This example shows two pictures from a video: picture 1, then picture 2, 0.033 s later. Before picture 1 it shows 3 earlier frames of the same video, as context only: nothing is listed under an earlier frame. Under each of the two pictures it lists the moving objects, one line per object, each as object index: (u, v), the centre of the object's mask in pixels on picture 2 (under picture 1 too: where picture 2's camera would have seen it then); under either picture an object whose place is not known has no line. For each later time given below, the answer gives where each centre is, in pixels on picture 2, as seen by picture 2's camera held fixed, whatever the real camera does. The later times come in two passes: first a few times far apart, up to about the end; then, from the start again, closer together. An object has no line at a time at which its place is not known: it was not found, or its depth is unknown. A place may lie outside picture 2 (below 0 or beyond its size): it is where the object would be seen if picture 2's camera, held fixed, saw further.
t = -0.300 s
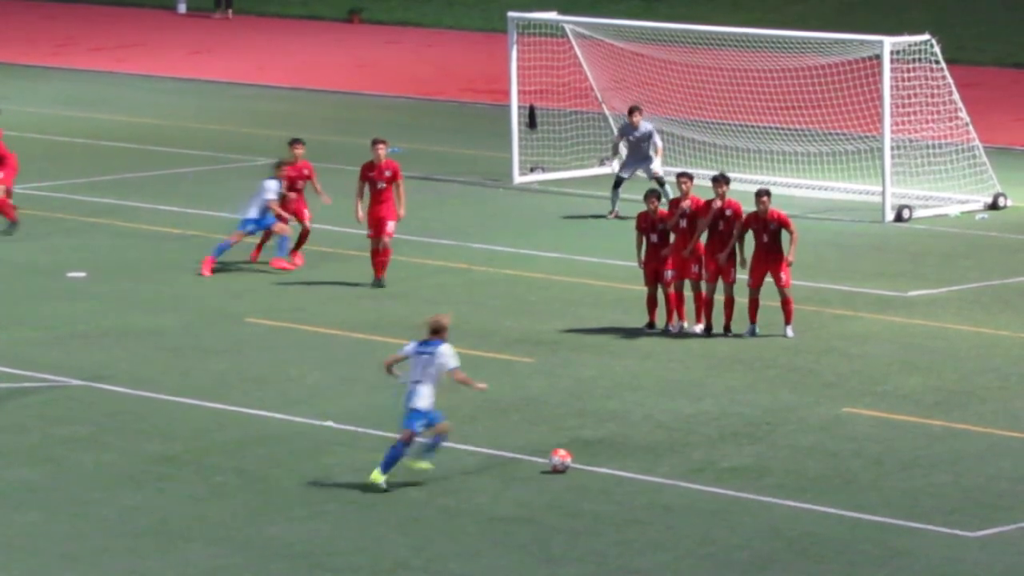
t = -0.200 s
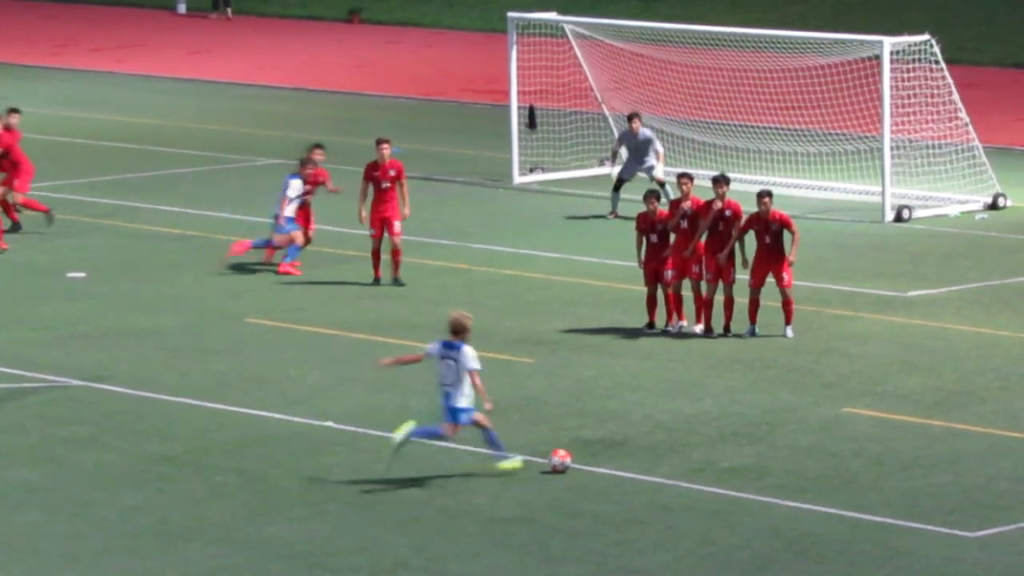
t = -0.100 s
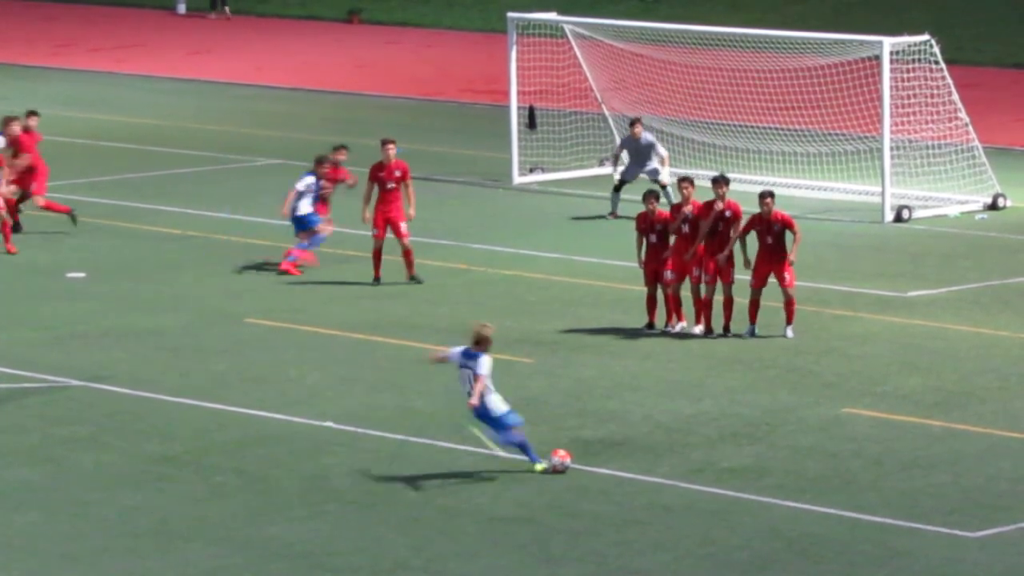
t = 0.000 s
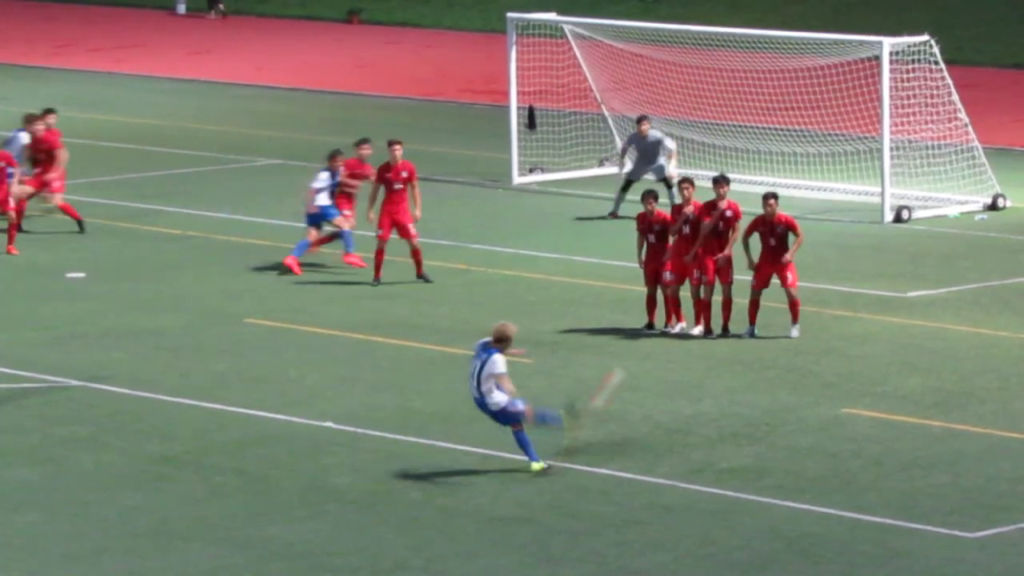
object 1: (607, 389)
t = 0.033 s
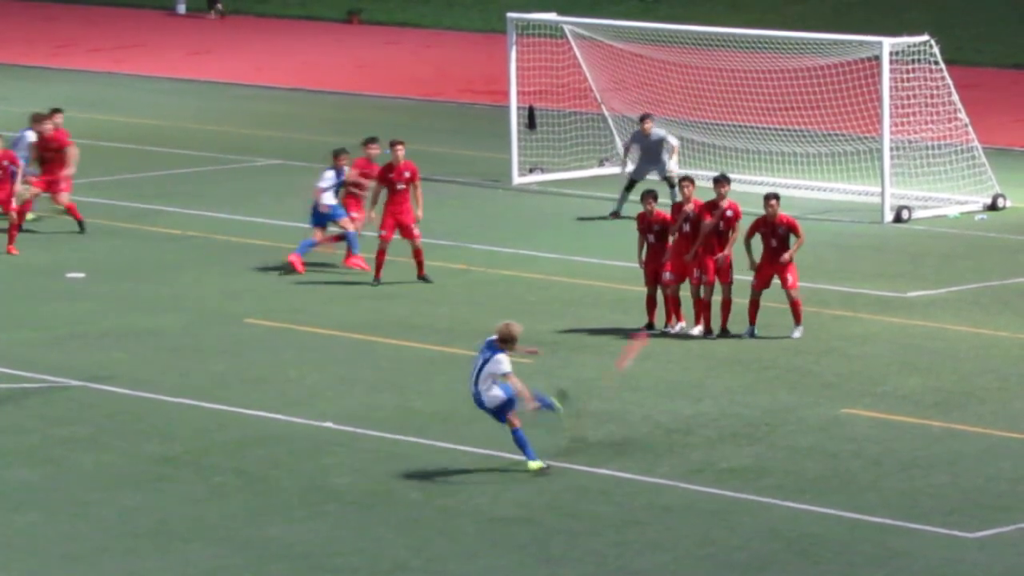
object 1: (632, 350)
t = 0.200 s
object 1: (732, 198)
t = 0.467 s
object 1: (826, 74)
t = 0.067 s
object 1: (655, 319)
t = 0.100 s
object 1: (677, 284)
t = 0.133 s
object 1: (697, 256)
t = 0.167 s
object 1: (712, 234)
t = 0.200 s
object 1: (732, 198)
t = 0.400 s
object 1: (810, 96)
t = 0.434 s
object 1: (817, 84)
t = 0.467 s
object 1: (826, 74)
